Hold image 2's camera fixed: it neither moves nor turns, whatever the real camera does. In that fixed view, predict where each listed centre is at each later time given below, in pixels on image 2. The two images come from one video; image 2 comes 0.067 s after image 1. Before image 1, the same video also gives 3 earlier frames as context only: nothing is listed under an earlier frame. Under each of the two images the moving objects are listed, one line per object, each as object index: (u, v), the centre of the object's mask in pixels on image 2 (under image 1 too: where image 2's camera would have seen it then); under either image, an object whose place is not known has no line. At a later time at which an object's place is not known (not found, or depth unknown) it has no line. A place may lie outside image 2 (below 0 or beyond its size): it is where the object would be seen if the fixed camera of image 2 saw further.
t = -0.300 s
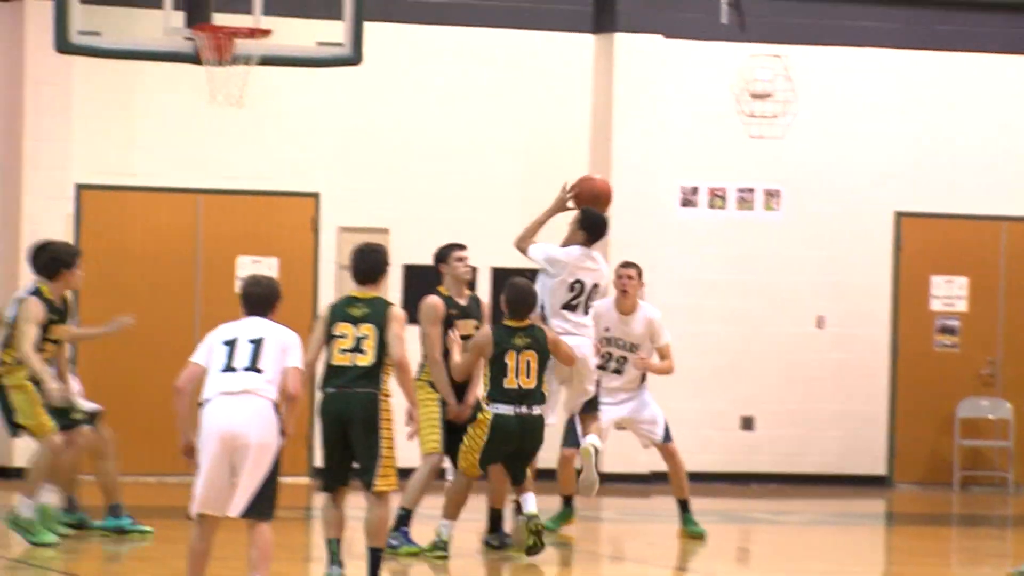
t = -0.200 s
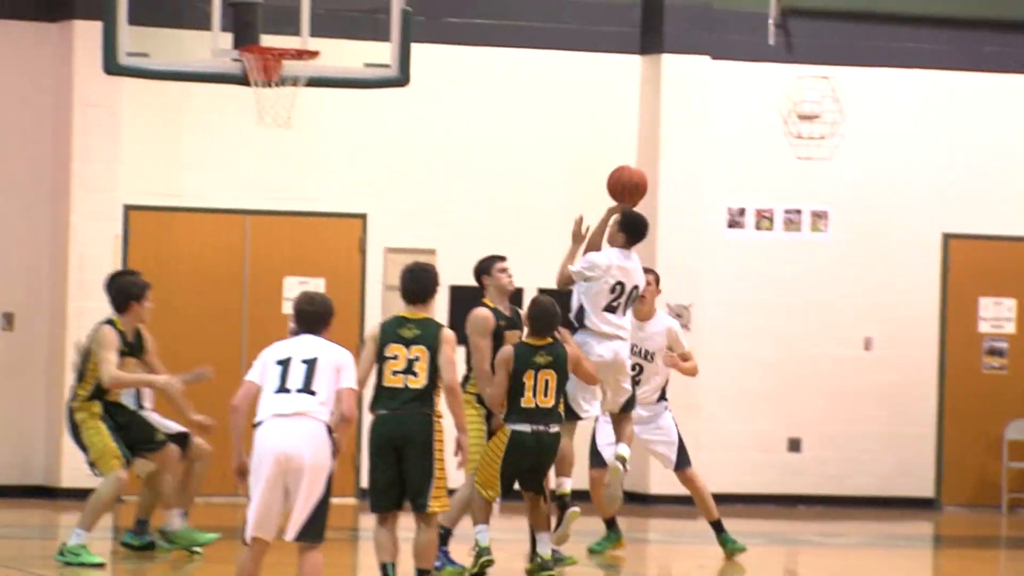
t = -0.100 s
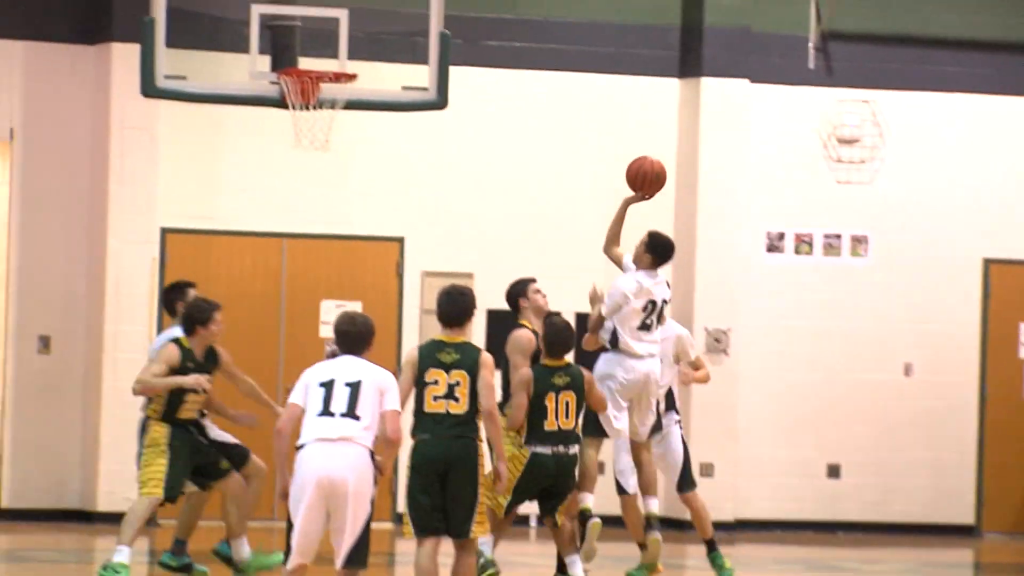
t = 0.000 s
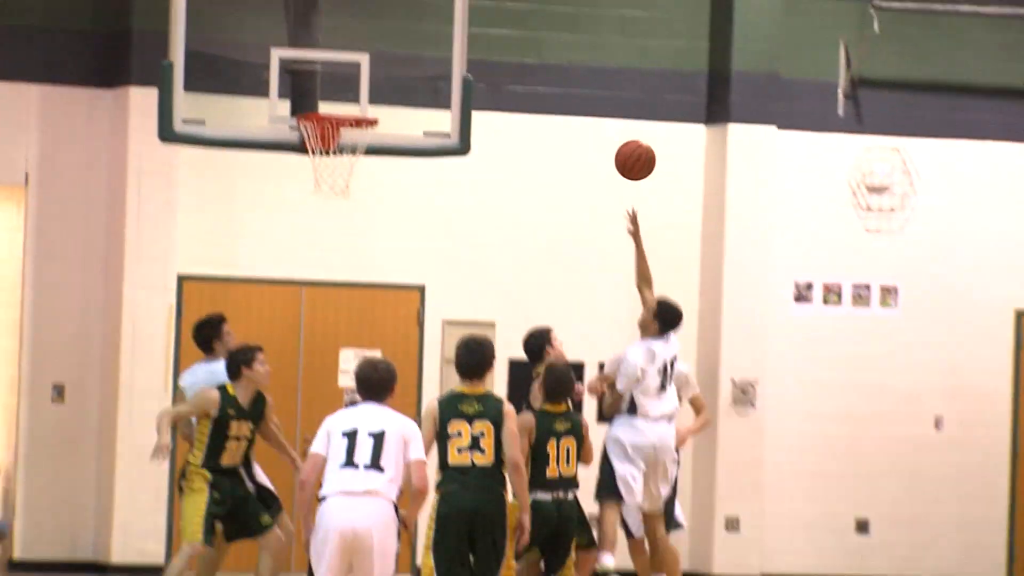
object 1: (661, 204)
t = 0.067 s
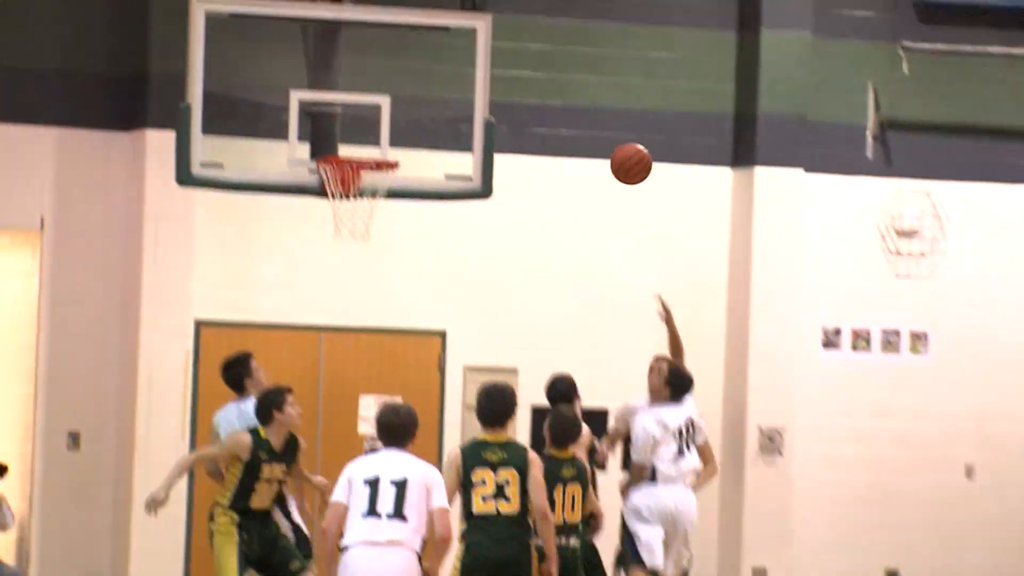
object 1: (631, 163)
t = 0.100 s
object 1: (616, 147)
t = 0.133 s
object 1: (601, 132)
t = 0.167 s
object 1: (586, 119)
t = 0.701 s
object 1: (355, 178)
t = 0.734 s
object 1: (341, 189)
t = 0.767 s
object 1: (332, 202)
